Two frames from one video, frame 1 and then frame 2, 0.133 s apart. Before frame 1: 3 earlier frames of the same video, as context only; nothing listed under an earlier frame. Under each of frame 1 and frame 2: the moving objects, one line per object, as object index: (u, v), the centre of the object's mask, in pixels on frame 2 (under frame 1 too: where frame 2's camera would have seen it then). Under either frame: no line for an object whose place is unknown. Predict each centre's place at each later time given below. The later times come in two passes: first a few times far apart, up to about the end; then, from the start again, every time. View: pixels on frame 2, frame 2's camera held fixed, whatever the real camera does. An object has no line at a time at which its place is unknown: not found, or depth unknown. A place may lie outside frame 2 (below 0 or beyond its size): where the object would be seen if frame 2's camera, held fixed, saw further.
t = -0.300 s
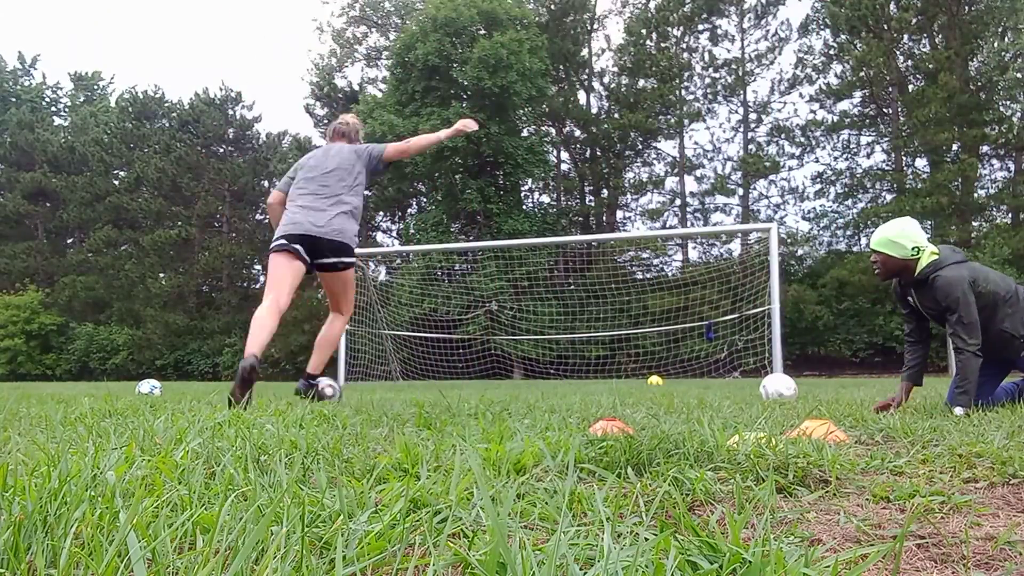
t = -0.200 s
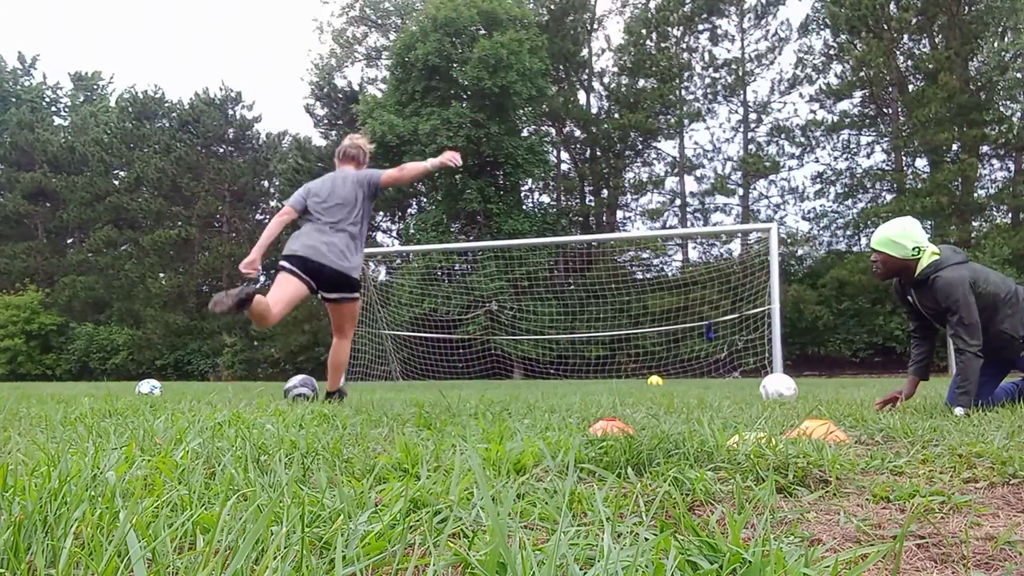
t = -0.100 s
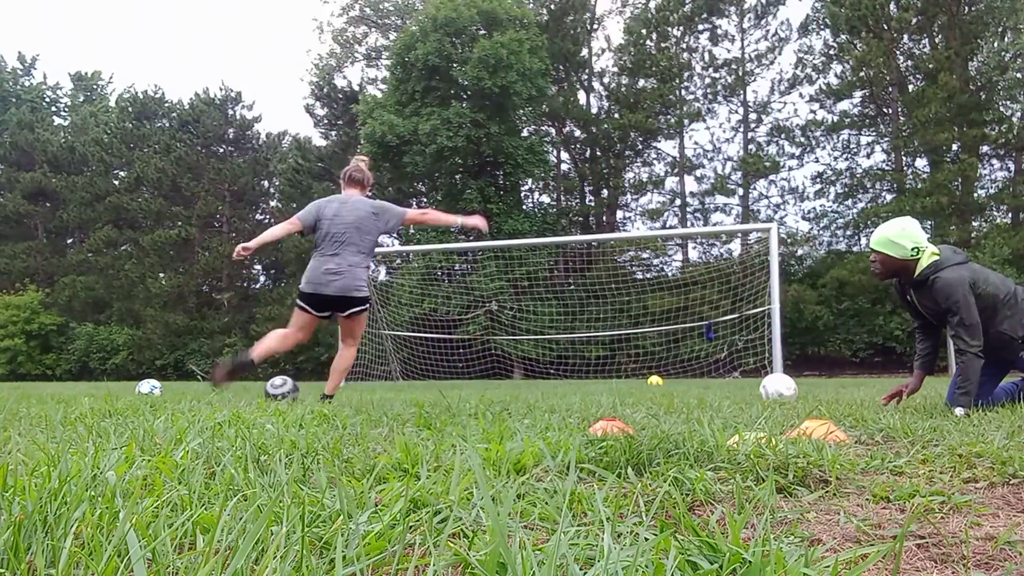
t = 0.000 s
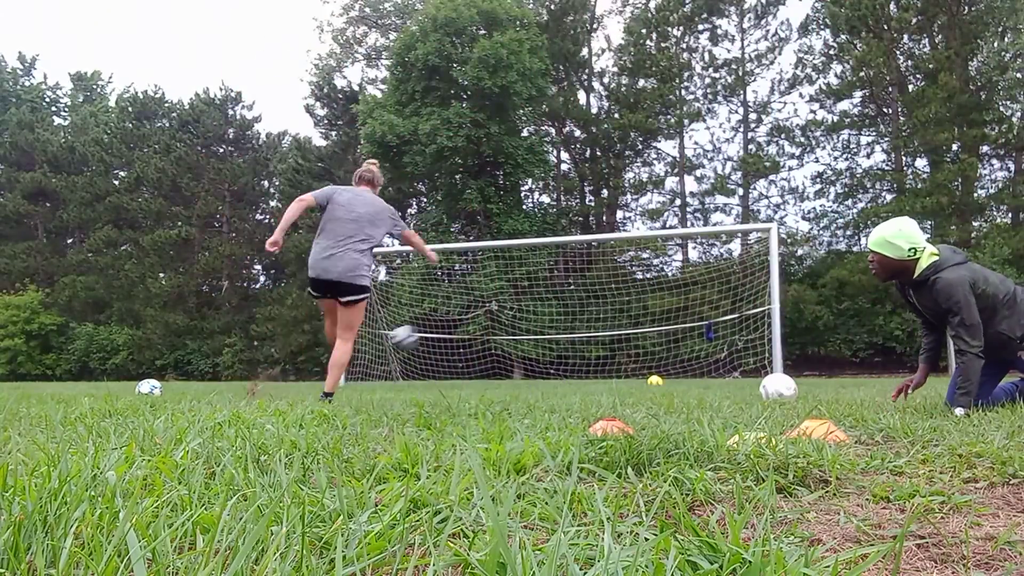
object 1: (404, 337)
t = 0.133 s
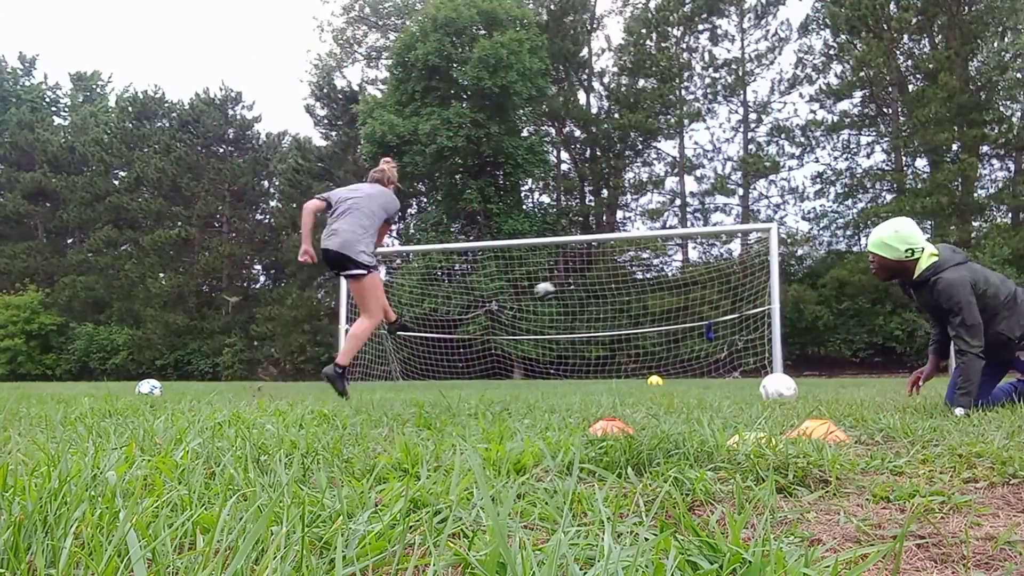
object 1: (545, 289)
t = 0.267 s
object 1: (616, 274)
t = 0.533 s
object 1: (623, 333)
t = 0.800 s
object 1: (621, 338)
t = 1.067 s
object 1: (615, 292)
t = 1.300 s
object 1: (613, 289)
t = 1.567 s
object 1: (610, 333)
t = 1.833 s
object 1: (605, 358)
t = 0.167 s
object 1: (567, 285)
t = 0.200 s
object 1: (584, 280)
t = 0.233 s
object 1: (602, 275)
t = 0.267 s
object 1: (616, 274)
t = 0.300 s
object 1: (619, 270)
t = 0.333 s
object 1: (620, 268)
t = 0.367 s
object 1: (621, 271)
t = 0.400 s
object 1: (621, 280)
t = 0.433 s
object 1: (621, 291)
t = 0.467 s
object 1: (621, 303)
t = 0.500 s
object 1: (623, 317)
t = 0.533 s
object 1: (623, 333)
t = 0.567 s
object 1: (623, 351)
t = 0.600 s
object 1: (623, 364)
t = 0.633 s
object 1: (624, 379)
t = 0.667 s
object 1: (623, 377)
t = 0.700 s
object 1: (623, 367)
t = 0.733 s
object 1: (621, 357)
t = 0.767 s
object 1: (621, 347)
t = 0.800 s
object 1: (621, 338)
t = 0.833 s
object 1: (620, 330)
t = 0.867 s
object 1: (619, 322)
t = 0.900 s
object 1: (618, 316)
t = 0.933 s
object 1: (618, 309)
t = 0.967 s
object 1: (618, 304)
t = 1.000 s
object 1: (616, 299)
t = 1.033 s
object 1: (615, 294)
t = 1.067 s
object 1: (615, 292)
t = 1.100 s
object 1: (615, 290)
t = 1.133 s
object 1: (615, 288)
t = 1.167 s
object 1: (614, 287)
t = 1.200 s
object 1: (613, 286)
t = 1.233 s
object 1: (613, 287)
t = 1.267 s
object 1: (613, 286)
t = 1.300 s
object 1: (613, 289)
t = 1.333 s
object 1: (613, 291)
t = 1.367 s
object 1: (611, 294)
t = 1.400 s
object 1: (612, 299)
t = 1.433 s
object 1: (611, 304)
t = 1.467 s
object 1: (610, 310)
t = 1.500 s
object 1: (610, 317)
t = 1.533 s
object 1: (609, 325)
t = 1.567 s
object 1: (610, 333)
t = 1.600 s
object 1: (609, 344)
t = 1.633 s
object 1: (609, 355)
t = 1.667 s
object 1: (608, 368)
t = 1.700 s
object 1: (609, 380)
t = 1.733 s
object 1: (608, 380)
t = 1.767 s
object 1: (607, 373)
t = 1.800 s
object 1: (606, 365)
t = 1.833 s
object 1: (605, 358)
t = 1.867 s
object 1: (605, 352)
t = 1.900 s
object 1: (604, 346)
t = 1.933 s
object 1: (603, 342)
